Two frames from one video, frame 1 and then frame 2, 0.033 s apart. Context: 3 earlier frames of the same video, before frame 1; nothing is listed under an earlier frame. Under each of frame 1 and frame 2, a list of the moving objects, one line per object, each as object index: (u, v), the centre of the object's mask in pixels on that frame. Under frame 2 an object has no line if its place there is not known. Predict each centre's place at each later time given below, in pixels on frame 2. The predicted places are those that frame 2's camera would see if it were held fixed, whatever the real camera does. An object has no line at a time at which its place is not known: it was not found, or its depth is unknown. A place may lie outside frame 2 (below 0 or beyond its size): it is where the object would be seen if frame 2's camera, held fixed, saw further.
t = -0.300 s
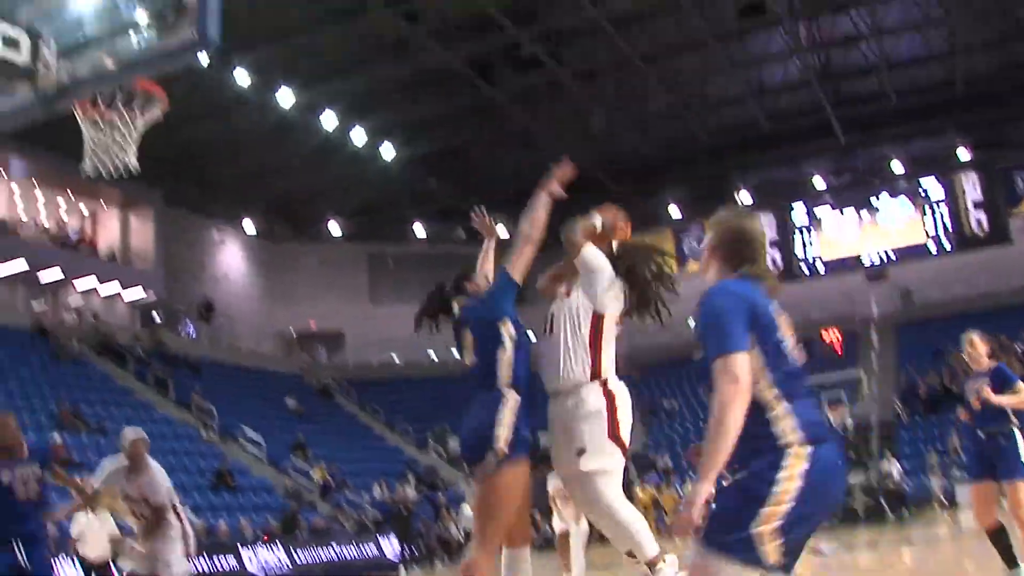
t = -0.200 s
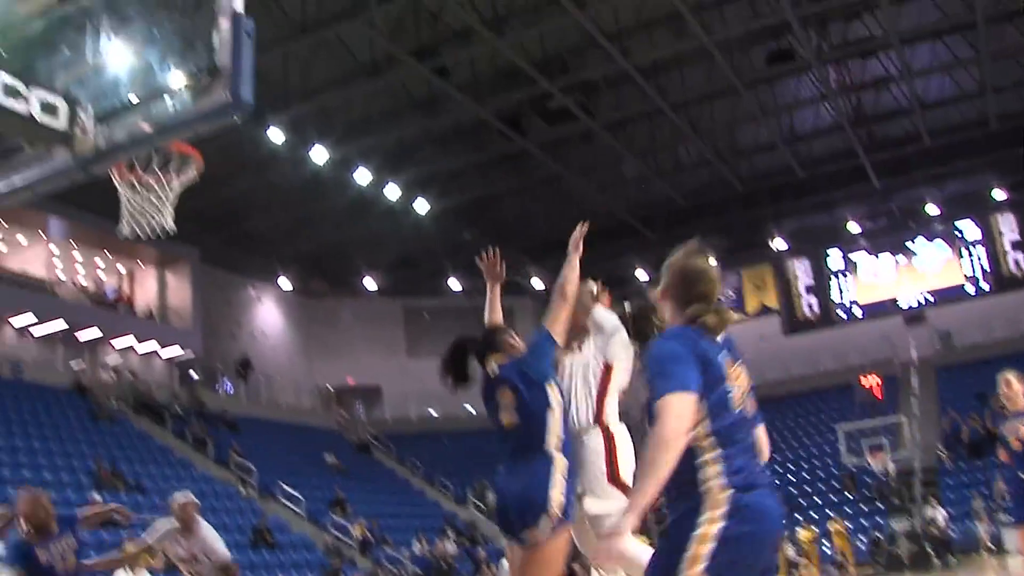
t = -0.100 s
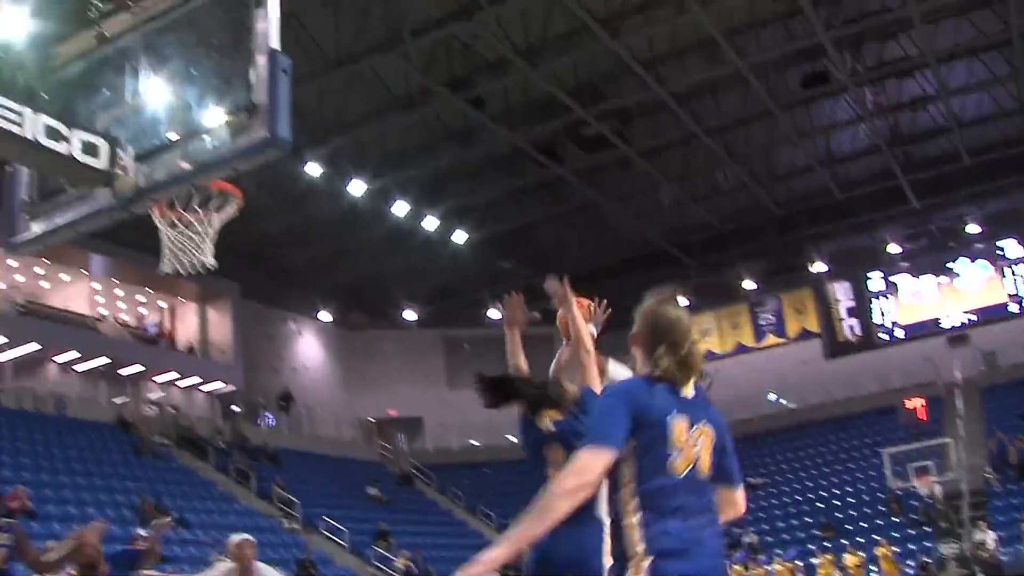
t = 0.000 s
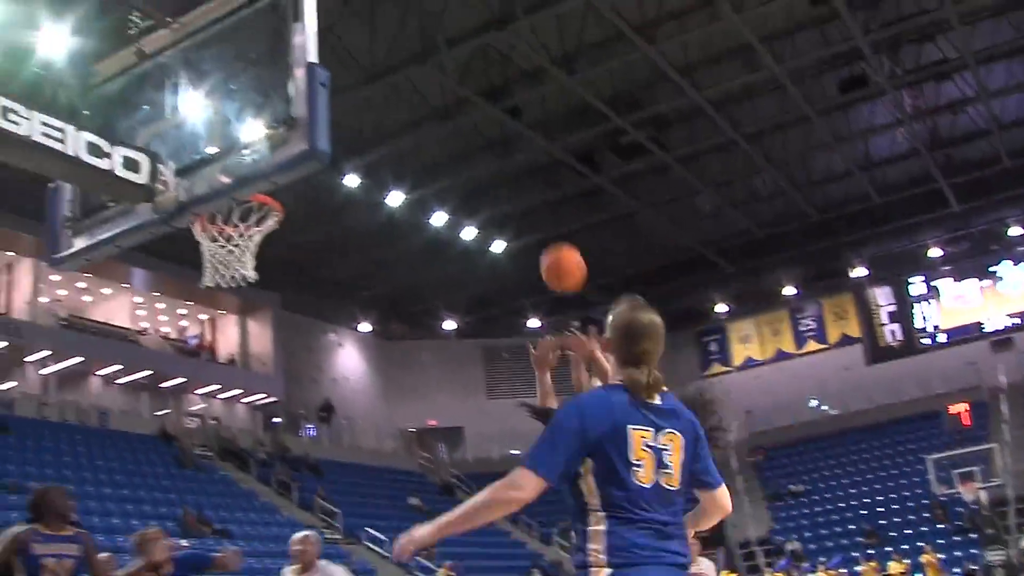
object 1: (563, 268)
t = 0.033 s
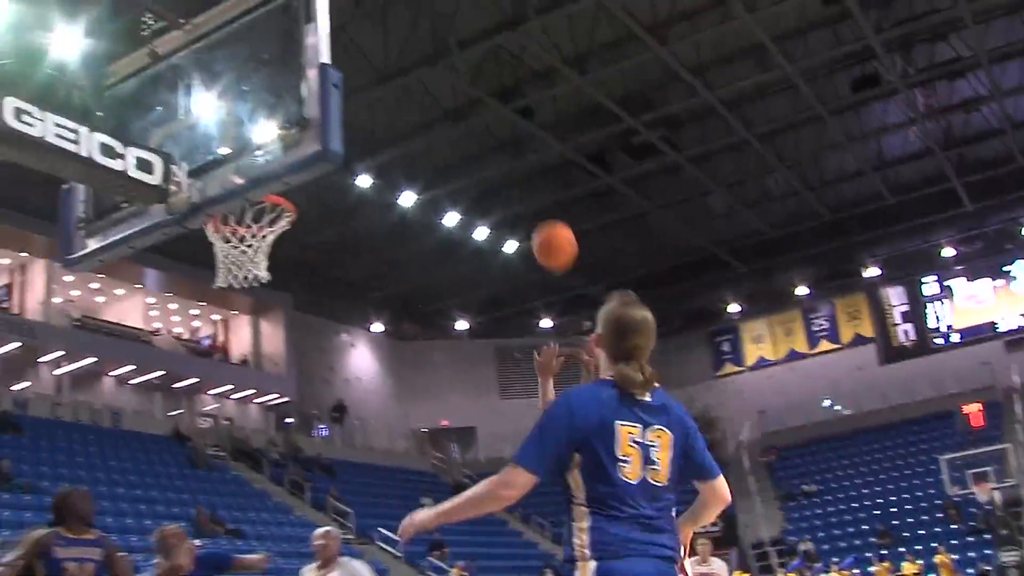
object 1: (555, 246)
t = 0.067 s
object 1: (529, 224)
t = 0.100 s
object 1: (504, 204)
